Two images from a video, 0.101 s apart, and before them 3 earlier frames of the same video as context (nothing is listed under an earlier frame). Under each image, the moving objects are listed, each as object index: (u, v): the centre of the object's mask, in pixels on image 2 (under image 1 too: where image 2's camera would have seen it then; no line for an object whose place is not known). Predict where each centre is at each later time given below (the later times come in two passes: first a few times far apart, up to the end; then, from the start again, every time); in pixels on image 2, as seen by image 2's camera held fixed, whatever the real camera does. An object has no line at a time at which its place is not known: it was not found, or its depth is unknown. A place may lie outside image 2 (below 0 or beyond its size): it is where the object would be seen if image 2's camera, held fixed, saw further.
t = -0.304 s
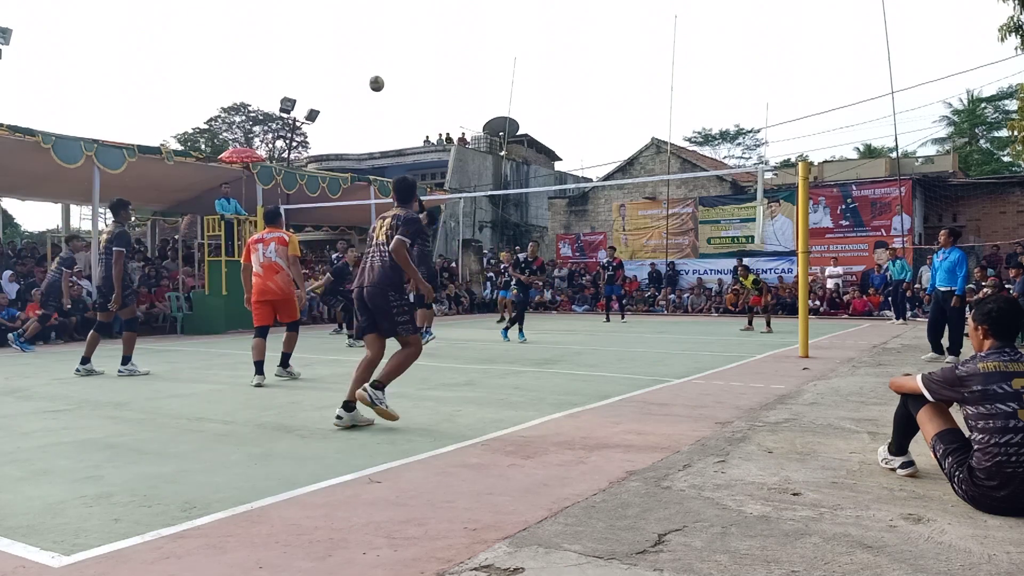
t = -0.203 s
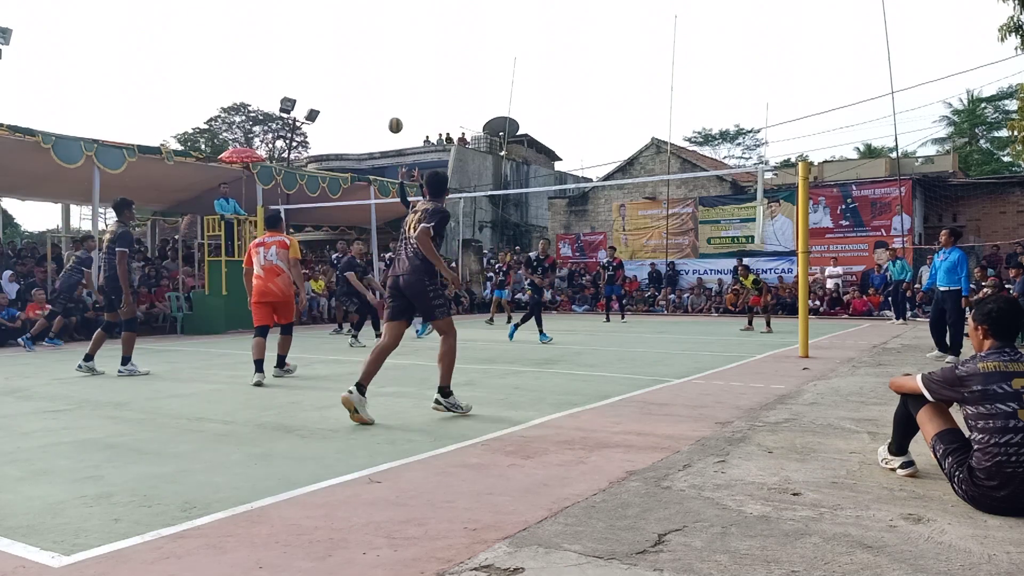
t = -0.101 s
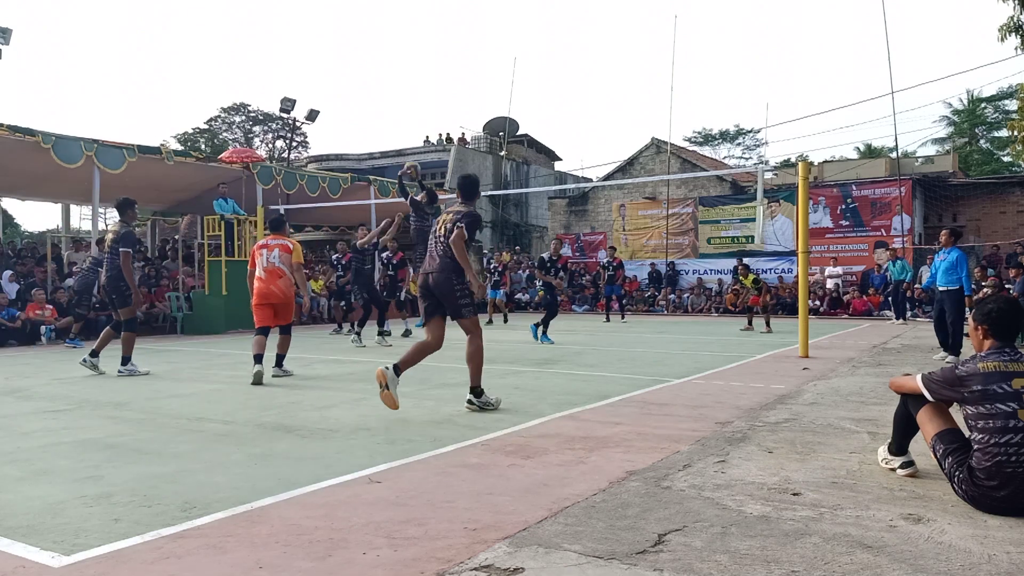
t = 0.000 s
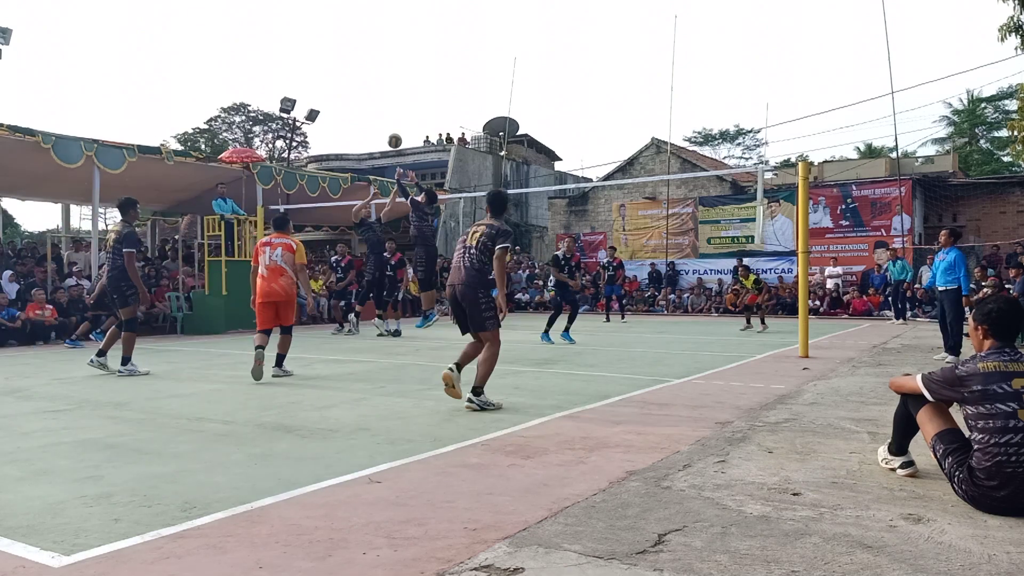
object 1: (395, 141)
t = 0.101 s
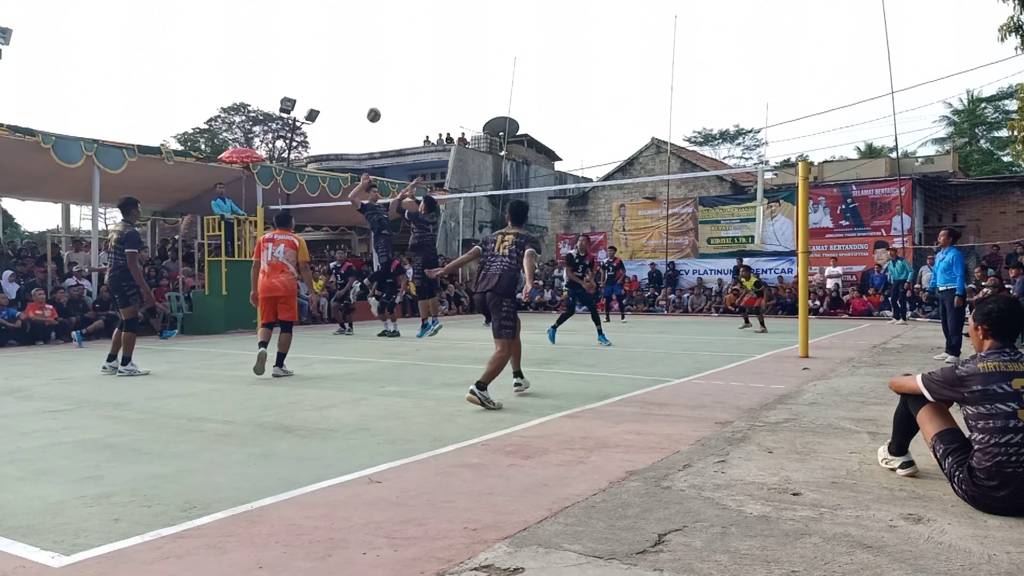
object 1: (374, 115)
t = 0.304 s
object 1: (336, 89)
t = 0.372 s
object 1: (324, 87)
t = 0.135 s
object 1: (367, 109)
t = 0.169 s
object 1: (360, 103)
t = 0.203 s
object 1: (354, 98)
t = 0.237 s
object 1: (348, 95)
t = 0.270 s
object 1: (342, 91)
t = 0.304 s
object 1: (336, 89)
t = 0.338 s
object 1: (330, 88)
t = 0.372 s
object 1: (324, 87)
